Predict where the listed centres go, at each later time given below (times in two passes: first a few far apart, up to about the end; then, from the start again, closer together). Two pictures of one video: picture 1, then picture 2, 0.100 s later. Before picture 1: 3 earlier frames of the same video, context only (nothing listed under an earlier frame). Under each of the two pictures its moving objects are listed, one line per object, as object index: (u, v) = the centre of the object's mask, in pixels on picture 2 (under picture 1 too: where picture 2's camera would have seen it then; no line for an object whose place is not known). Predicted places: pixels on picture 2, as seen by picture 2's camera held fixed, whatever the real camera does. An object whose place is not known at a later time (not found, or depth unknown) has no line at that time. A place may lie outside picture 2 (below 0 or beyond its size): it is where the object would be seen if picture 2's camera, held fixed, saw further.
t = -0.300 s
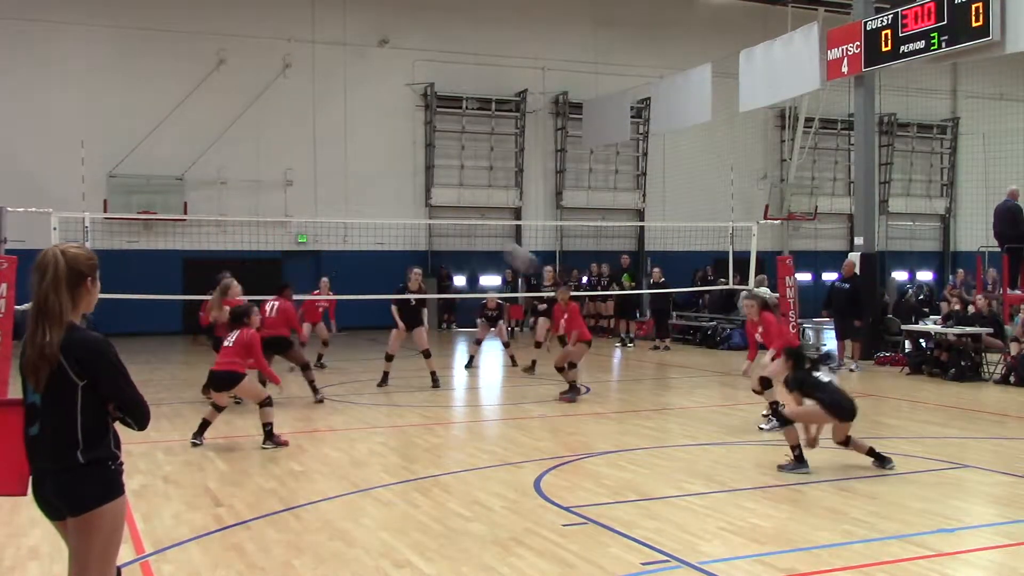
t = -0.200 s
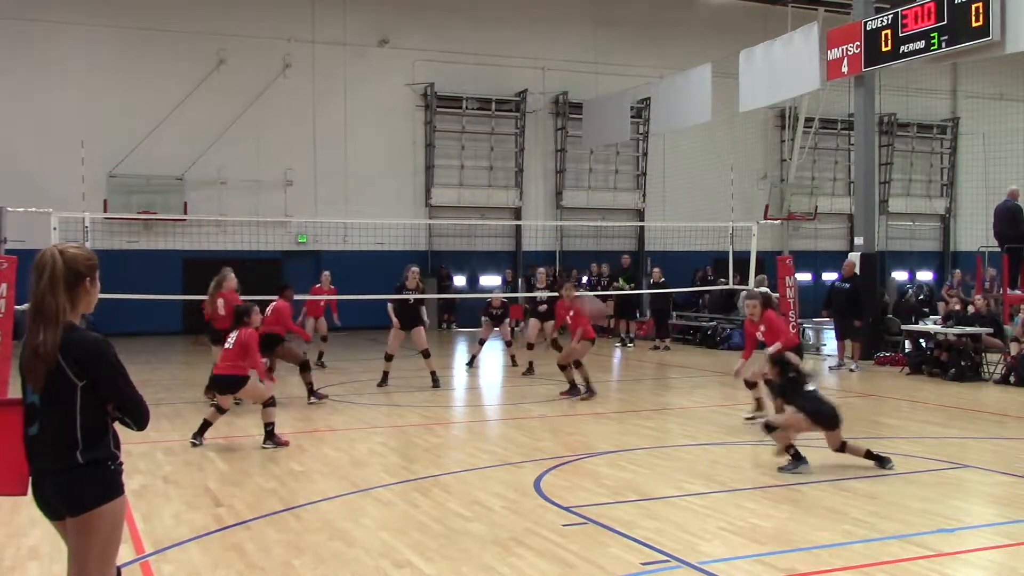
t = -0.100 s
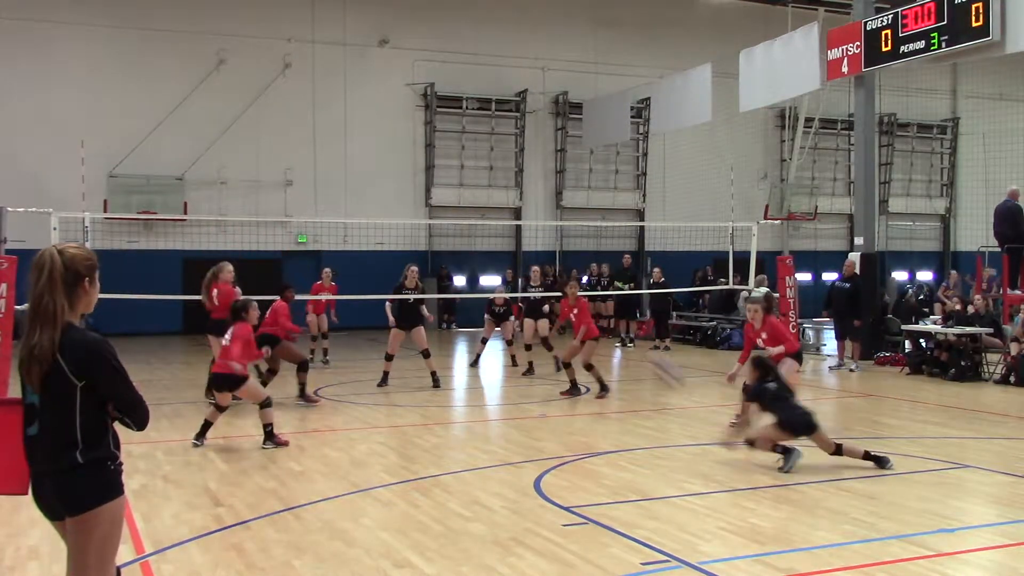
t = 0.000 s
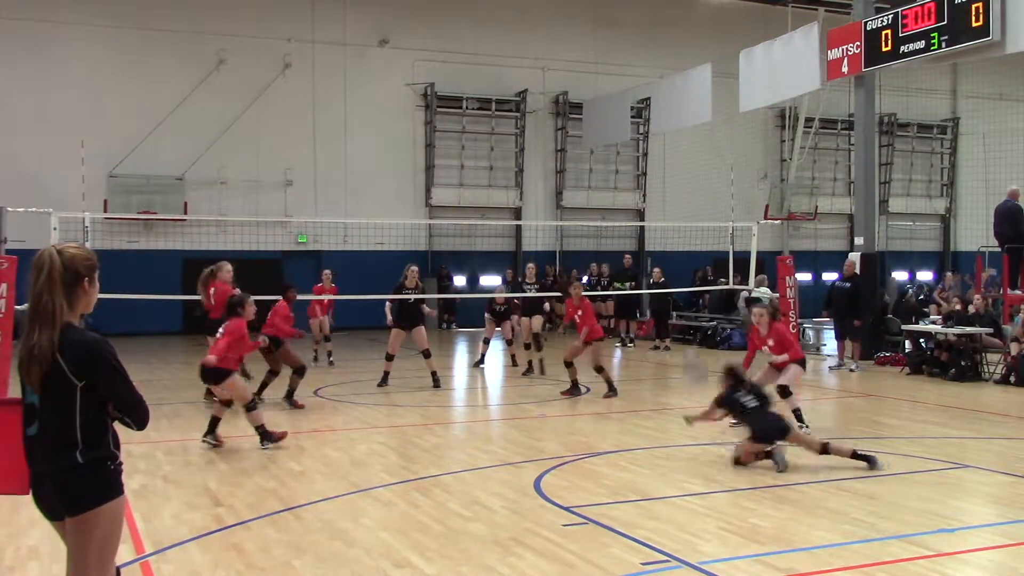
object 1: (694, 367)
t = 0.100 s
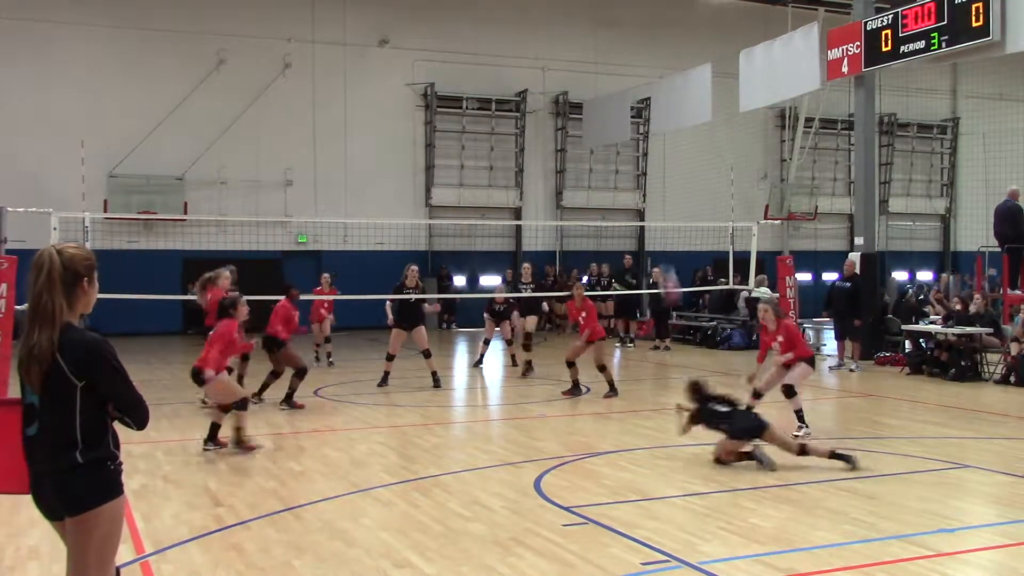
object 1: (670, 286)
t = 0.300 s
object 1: (621, 160)
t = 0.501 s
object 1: (583, 93)
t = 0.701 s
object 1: (553, 69)
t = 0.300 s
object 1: (621, 160)
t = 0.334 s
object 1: (616, 142)
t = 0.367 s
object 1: (607, 133)
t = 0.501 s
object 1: (583, 93)
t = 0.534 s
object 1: (579, 90)
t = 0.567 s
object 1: (572, 81)
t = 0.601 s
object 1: (567, 76)
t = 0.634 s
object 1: (563, 74)
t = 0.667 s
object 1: (557, 71)
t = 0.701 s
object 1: (553, 69)
